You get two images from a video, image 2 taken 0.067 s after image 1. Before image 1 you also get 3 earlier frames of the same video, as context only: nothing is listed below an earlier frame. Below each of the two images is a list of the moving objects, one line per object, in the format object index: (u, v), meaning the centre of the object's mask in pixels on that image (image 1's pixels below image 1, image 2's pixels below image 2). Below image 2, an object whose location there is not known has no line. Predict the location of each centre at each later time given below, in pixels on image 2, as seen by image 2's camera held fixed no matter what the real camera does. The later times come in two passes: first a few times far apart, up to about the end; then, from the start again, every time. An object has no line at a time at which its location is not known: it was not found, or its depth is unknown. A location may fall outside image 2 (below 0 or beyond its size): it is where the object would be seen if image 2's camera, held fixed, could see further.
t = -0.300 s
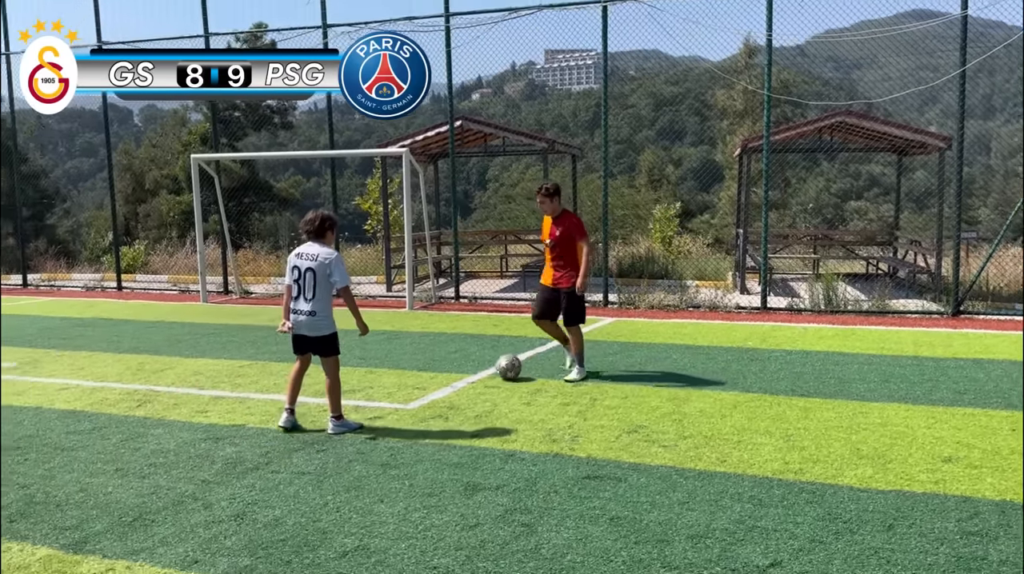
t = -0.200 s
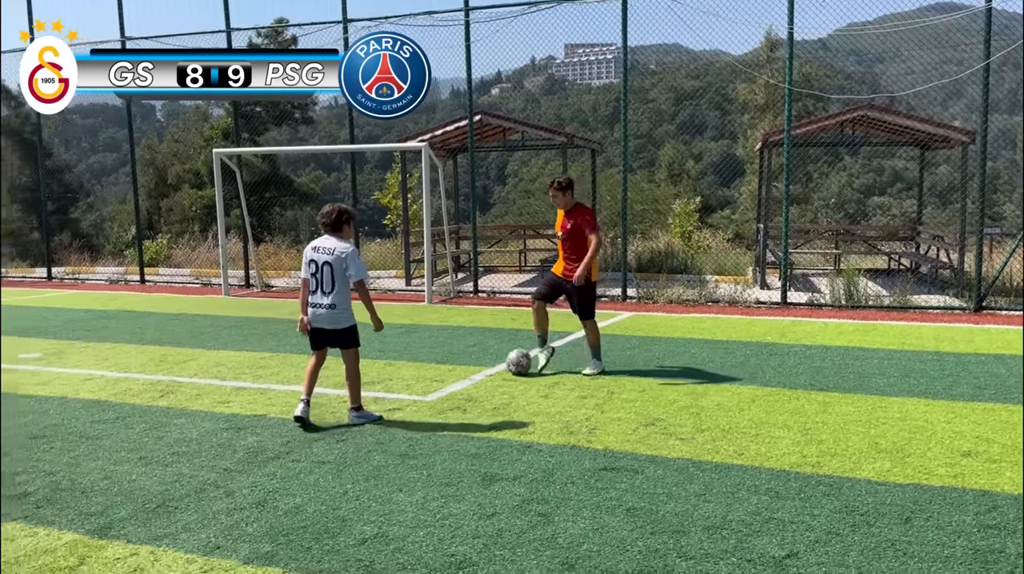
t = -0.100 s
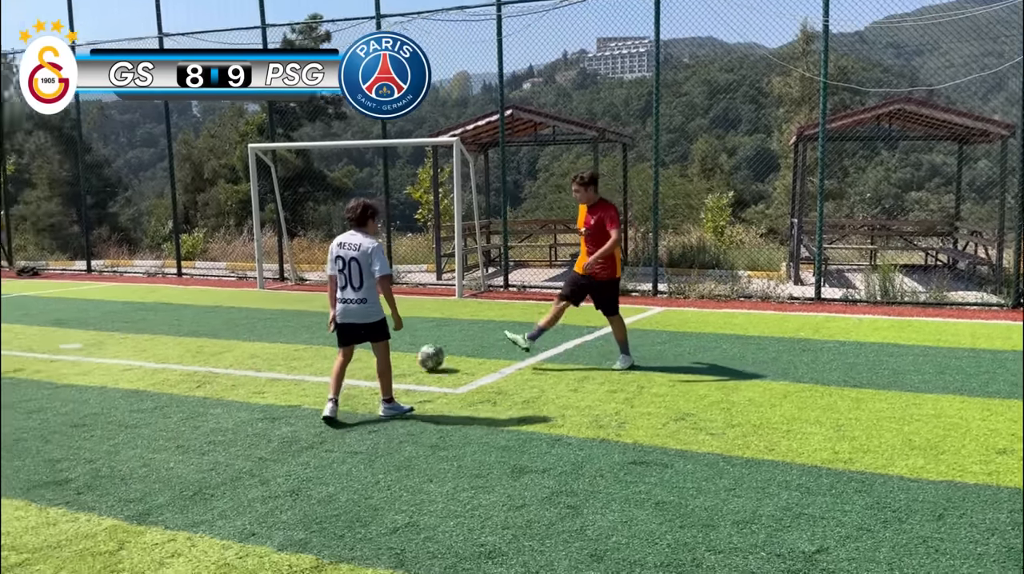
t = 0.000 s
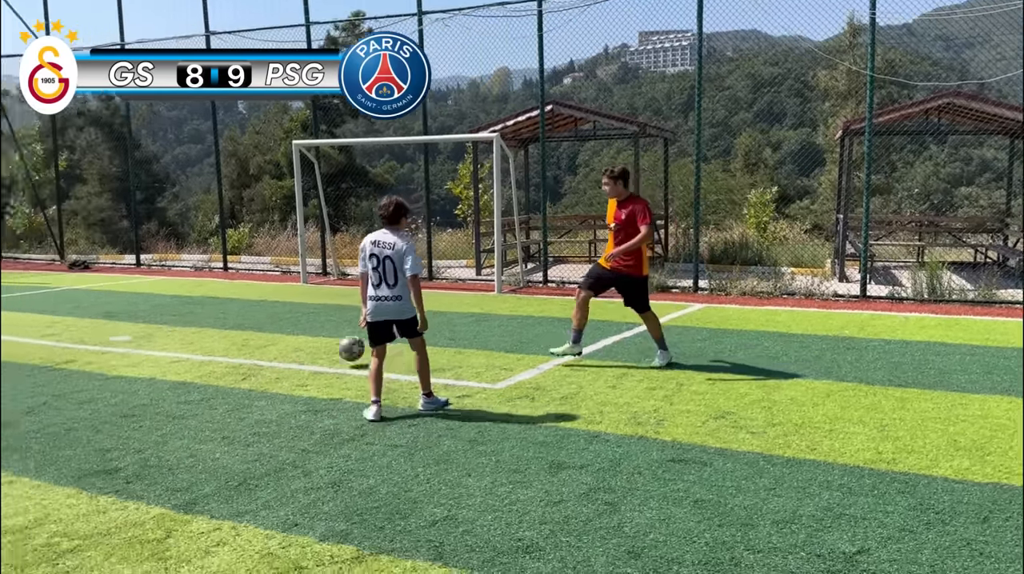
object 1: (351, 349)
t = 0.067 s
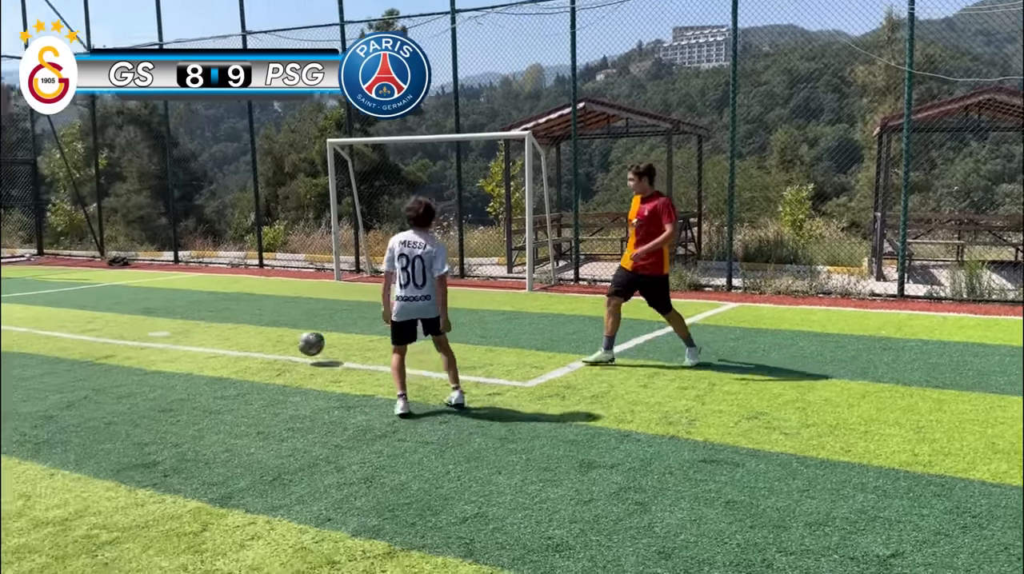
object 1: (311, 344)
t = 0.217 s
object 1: (155, 352)
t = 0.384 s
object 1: (10, 352)
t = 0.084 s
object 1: (293, 344)
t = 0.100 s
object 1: (275, 344)
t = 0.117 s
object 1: (257, 345)
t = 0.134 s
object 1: (239, 346)
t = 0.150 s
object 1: (221, 348)
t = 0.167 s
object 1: (204, 350)
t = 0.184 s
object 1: (186, 353)
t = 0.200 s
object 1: (170, 353)
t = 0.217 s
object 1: (155, 352)
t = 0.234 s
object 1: (139, 350)
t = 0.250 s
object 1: (125, 349)
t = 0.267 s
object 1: (111, 348)
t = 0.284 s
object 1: (96, 348)
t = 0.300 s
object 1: (82, 348)
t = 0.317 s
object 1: (67, 348)
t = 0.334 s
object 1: (53, 348)
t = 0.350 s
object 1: (38, 349)
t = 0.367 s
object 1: (25, 350)
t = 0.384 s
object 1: (10, 352)
